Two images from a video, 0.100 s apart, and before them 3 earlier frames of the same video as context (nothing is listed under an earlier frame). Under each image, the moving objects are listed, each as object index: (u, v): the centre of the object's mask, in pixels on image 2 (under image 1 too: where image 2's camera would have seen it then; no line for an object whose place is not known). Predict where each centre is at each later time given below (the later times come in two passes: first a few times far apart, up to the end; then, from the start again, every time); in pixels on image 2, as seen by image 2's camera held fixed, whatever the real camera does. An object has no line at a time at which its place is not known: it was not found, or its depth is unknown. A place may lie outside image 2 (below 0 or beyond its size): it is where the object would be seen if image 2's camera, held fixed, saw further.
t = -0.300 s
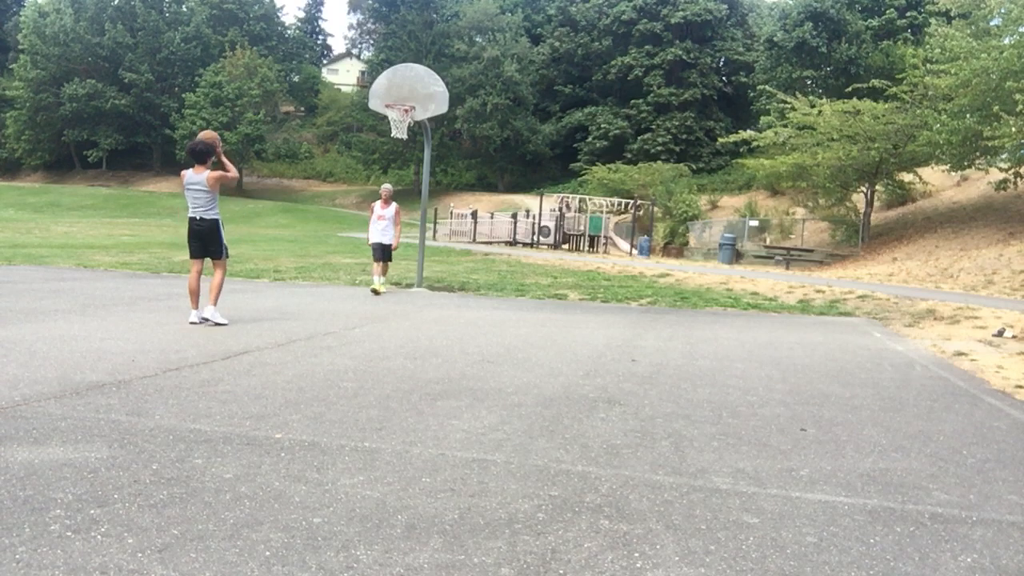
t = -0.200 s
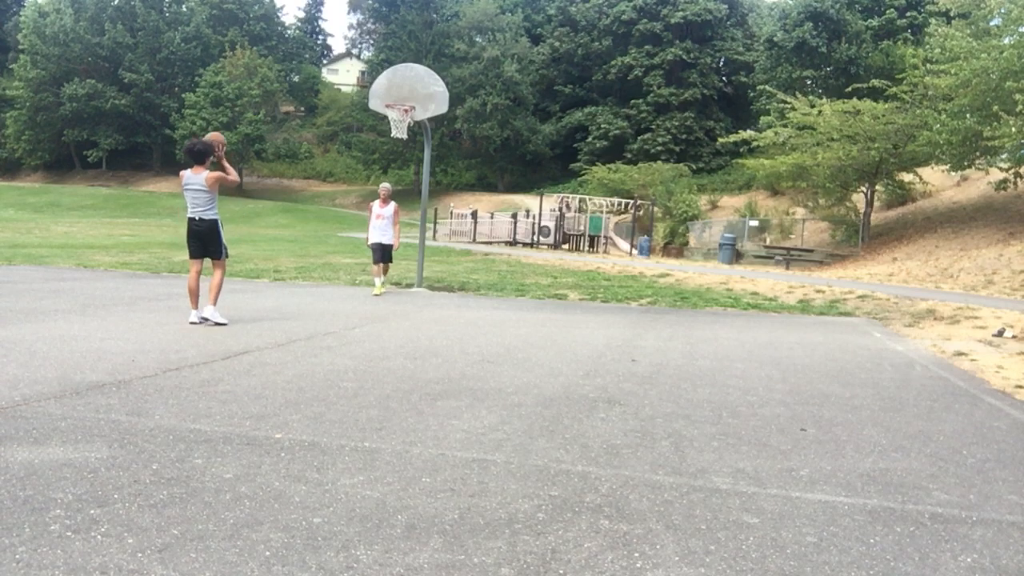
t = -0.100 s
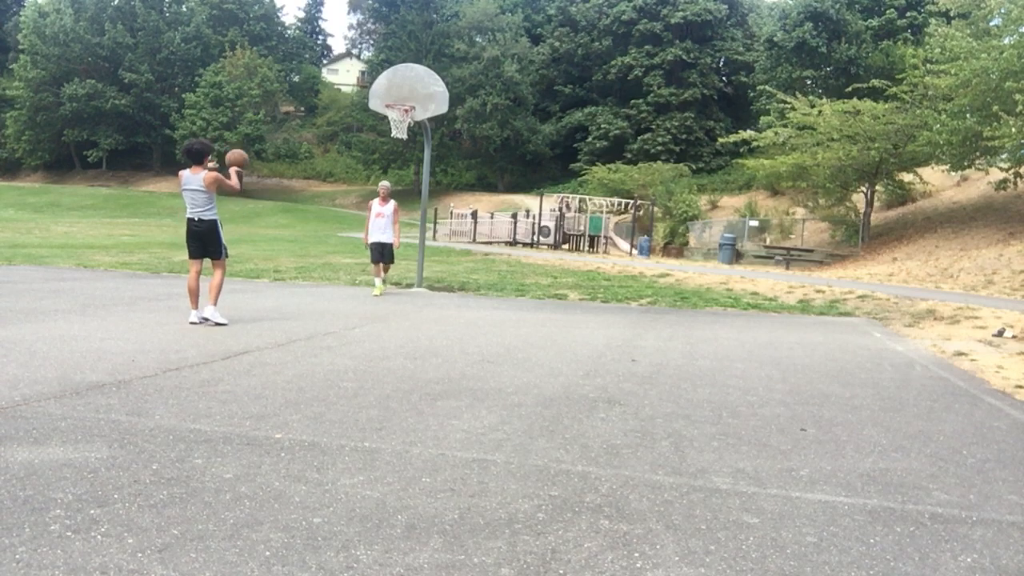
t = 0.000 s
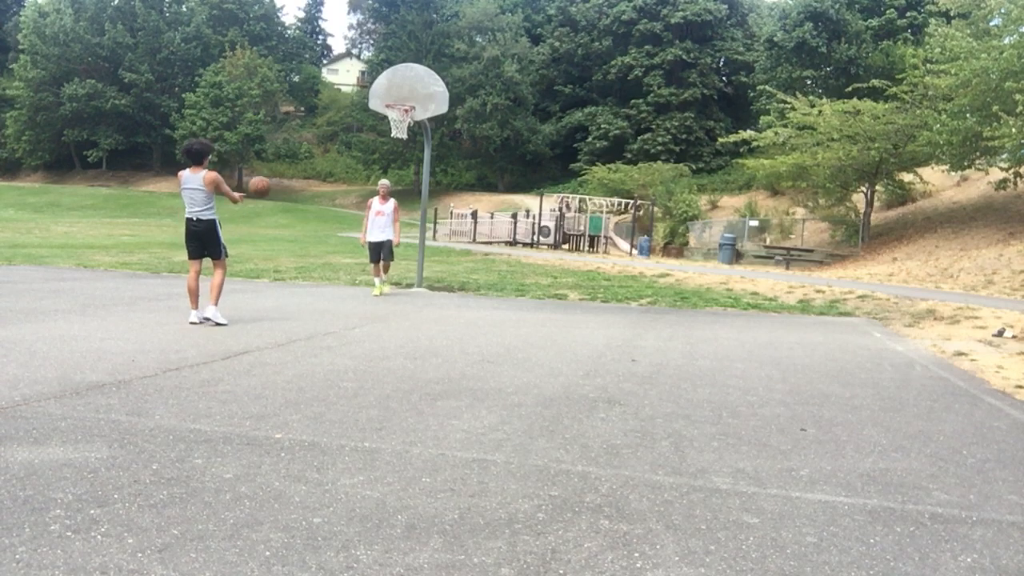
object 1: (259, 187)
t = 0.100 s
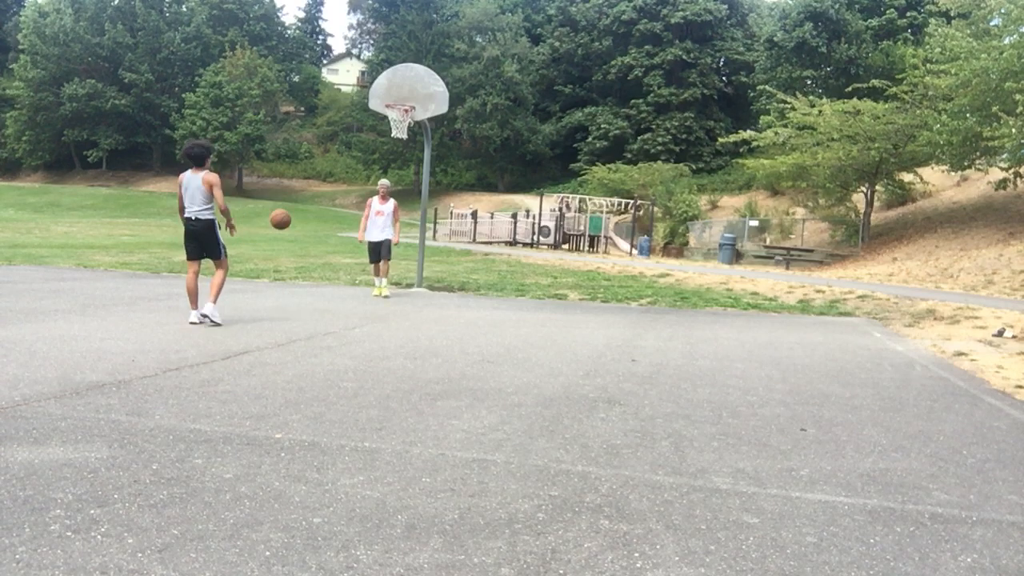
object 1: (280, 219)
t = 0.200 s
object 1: (298, 256)
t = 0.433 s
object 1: (331, 257)
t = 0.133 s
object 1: (286, 230)
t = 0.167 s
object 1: (292, 243)
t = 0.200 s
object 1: (298, 256)
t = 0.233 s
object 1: (304, 269)
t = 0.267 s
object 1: (309, 283)
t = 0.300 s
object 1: (314, 298)
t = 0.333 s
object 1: (318, 290)
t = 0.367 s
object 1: (323, 278)
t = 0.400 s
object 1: (327, 266)
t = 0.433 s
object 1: (331, 257)
